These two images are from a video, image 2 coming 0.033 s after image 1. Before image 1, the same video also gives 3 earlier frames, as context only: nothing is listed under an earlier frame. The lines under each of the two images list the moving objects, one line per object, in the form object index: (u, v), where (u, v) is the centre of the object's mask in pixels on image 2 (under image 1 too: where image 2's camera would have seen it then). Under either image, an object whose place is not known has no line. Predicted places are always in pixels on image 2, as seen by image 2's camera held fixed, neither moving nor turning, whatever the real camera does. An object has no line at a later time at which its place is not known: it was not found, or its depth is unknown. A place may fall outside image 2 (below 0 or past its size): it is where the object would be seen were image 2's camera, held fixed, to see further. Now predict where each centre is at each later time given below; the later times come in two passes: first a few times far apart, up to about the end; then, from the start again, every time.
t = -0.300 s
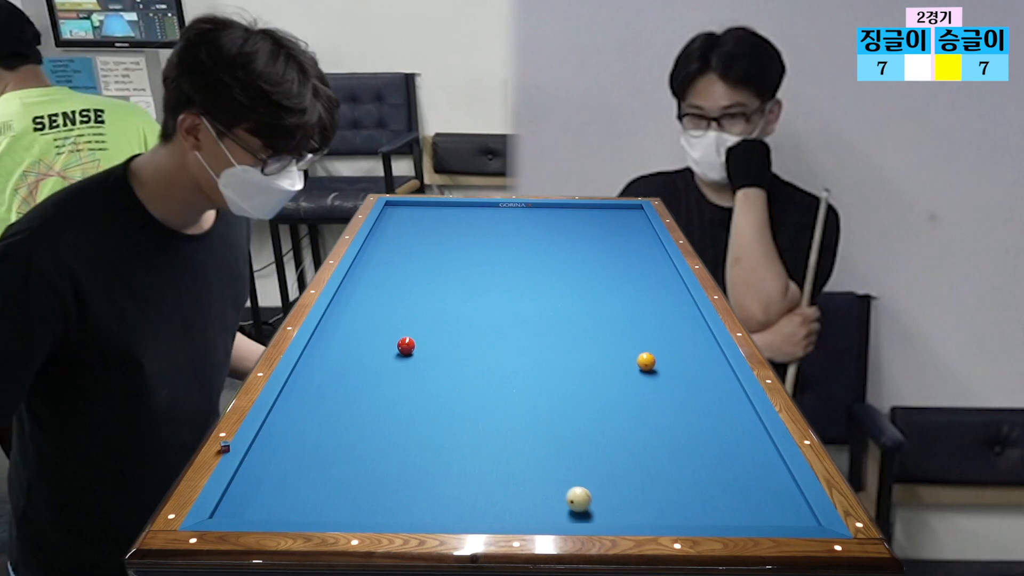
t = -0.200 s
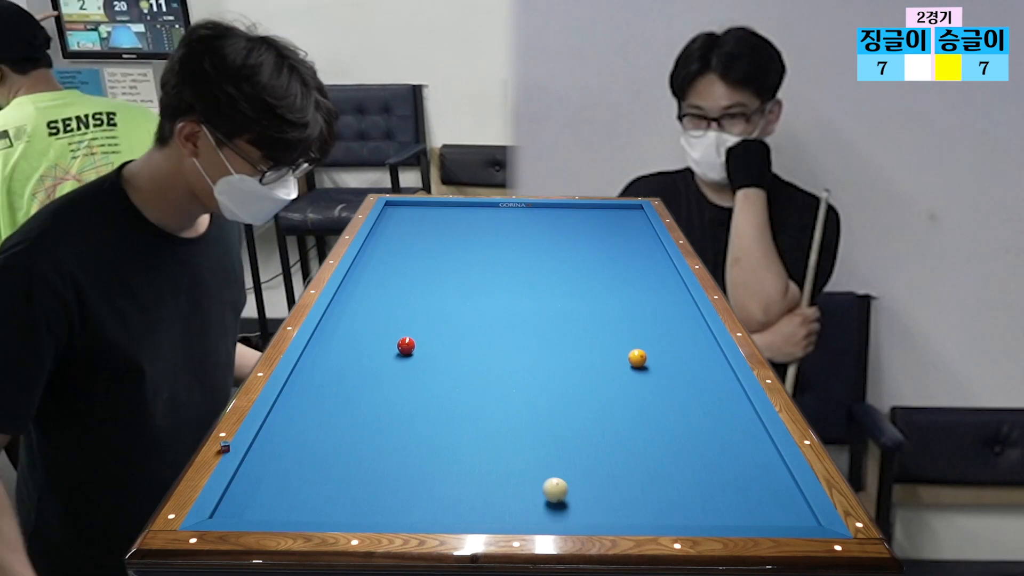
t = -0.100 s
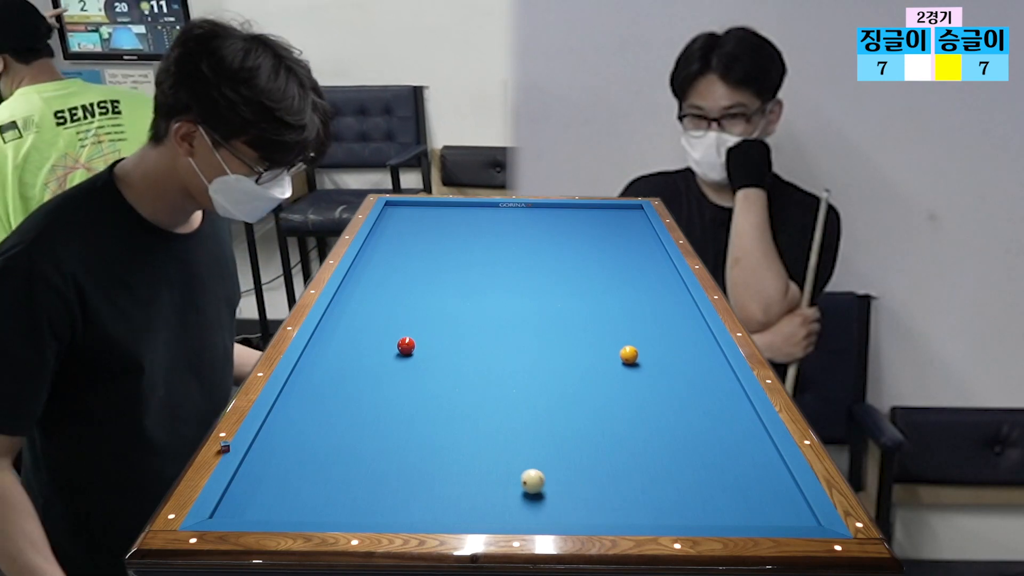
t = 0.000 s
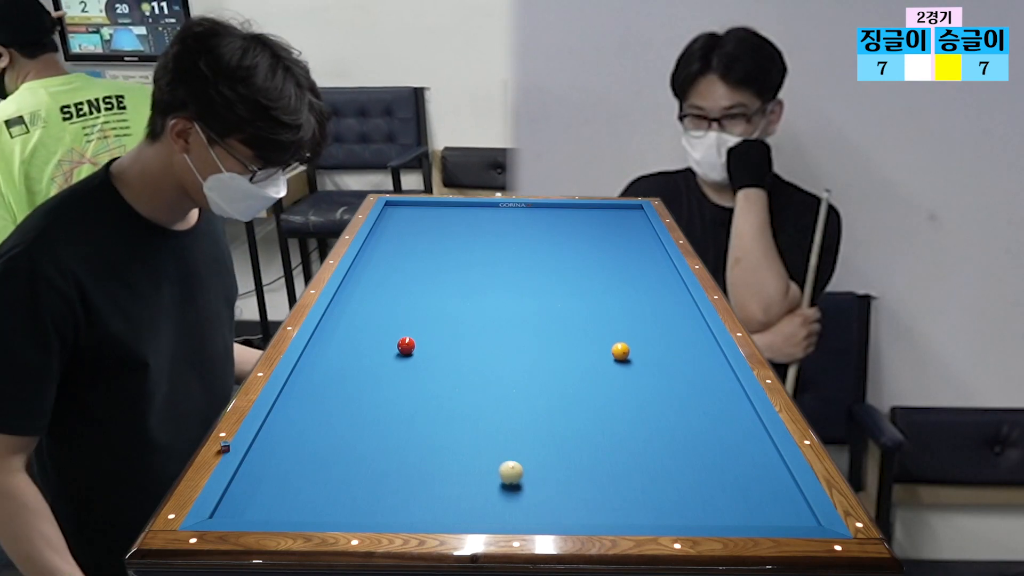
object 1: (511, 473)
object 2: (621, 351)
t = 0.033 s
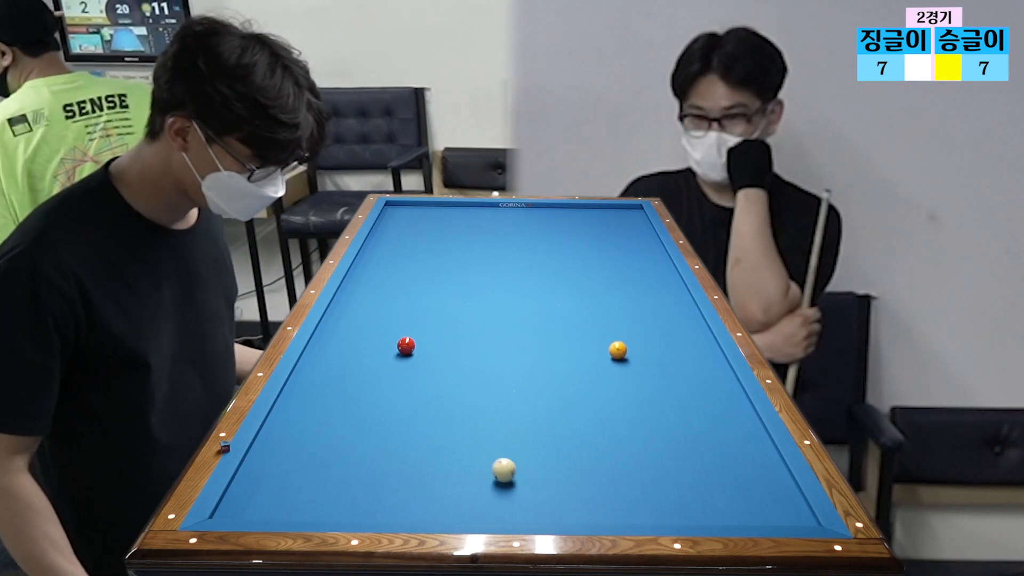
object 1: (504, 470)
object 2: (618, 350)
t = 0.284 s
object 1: (454, 451)
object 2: (599, 342)
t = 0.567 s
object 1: (403, 431)
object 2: (578, 335)
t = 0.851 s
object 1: (356, 413)
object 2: (560, 327)
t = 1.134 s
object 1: (314, 396)
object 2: (543, 320)
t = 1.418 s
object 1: (307, 382)
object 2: (527, 314)
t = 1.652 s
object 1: (334, 371)
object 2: (515, 309)
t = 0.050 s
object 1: (500, 469)
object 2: (617, 350)
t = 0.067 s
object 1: (497, 467)
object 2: (615, 349)
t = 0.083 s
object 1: (493, 466)
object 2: (614, 349)
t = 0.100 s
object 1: (490, 465)
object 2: (613, 348)
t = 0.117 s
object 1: (486, 463)
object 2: (611, 348)
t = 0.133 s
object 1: (483, 462)
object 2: (610, 347)
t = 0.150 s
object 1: (480, 461)
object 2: (609, 347)
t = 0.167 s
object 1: (476, 459)
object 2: (607, 346)
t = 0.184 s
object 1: (473, 458)
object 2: (606, 345)
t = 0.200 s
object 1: (470, 457)
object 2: (605, 345)
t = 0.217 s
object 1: (467, 455)
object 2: (603, 345)
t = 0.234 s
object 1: (463, 454)
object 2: (602, 344)
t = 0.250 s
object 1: (460, 453)
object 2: (601, 344)
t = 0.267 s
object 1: (457, 452)
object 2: (600, 343)
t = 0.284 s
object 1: (454, 451)
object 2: (599, 342)
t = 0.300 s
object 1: (450, 449)
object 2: (597, 342)
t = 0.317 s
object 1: (447, 448)
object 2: (596, 342)
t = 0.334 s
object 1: (444, 447)
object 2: (595, 341)
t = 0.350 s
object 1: (441, 446)
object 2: (594, 341)
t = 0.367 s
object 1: (438, 445)
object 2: (592, 340)
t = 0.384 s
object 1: (435, 443)
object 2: (591, 340)
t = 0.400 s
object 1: (432, 442)
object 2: (590, 339)
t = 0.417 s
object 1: (429, 441)
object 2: (589, 339)
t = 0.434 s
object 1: (426, 440)
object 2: (588, 338)
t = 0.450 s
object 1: (423, 439)
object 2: (586, 338)
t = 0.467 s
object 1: (420, 438)
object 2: (585, 337)
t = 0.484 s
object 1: (417, 436)
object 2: (584, 337)
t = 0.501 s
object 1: (414, 435)
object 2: (583, 336)
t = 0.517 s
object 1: (411, 434)
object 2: (582, 336)
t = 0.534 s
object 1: (408, 433)
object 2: (581, 335)
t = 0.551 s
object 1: (406, 432)
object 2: (580, 335)
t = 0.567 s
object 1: (403, 431)
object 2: (578, 335)
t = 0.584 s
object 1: (400, 429)
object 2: (577, 334)
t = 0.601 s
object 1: (397, 428)
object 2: (576, 334)
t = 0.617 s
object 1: (394, 427)
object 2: (575, 333)
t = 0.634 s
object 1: (391, 426)
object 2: (574, 333)
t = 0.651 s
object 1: (389, 425)
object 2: (573, 332)
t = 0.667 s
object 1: (386, 424)
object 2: (572, 332)
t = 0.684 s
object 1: (383, 423)
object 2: (571, 331)
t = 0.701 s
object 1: (380, 422)
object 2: (569, 331)
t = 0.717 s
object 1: (378, 421)
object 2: (568, 330)
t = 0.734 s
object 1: (375, 420)
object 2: (567, 330)
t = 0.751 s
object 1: (372, 419)
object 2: (566, 330)
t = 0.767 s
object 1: (369, 418)
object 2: (565, 329)
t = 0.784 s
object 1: (367, 417)
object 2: (564, 329)
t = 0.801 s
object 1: (364, 416)
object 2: (563, 328)
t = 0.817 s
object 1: (361, 415)
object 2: (562, 328)
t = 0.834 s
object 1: (359, 414)
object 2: (561, 327)
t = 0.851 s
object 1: (356, 413)
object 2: (560, 327)
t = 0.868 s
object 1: (354, 412)
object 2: (559, 327)
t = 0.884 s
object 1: (351, 411)
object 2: (558, 326)
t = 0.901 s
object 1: (349, 410)
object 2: (557, 326)
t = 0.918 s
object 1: (346, 409)
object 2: (556, 325)
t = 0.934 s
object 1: (343, 408)
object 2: (555, 325)
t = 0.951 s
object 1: (341, 407)
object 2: (554, 325)
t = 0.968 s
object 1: (339, 406)
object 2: (553, 324)
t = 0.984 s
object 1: (336, 405)
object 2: (552, 324)
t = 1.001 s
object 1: (333, 404)
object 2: (551, 323)
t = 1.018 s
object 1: (331, 403)
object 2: (550, 323)
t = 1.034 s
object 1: (329, 402)
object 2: (549, 322)
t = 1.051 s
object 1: (326, 401)
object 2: (548, 322)
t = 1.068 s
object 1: (324, 400)
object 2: (547, 322)
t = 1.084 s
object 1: (321, 399)
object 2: (546, 321)
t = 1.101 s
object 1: (319, 398)
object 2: (545, 321)
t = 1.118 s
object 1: (317, 397)
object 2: (544, 320)
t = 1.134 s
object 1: (314, 396)
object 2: (543, 320)
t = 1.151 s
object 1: (312, 396)
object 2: (542, 320)
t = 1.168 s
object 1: (310, 395)
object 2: (541, 319)
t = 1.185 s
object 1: (307, 394)
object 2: (540, 319)
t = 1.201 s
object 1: (305, 393)
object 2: (539, 319)
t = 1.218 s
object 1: (303, 392)
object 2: (538, 318)
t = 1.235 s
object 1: (301, 391)
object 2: (537, 318)
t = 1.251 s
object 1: (298, 390)
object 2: (536, 317)
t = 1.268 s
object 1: (296, 389)
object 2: (535, 317)
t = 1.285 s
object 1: (293, 389)
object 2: (534, 317)
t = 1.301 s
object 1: (292, 388)
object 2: (533, 316)
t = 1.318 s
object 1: (294, 387)
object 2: (532, 316)
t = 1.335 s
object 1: (297, 386)
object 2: (531, 316)
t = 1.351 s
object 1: (299, 385)
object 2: (531, 315)
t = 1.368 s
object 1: (301, 384)
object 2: (530, 315)
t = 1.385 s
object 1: (303, 383)
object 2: (529, 314)
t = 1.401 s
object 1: (305, 383)
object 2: (528, 314)
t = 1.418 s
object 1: (307, 382)
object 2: (527, 314)
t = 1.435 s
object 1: (309, 381)
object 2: (526, 313)
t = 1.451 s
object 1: (311, 380)
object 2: (525, 313)
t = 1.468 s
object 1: (313, 380)
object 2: (524, 313)
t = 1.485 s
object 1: (315, 379)
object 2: (523, 312)
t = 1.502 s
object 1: (317, 378)
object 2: (522, 312)
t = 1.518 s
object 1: (319, 377)
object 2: (522, 312)
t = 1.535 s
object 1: (321, 376)
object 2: (521, 311)
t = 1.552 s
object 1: (323, 376)
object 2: (520, 311)
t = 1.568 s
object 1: (325, 375)
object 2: (519, 311)
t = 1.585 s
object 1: (326, 374)
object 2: (518, 310)
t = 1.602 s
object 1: (328, 373)
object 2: (517, 310)
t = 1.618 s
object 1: (330, 372)
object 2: (516, 310)
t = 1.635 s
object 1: (332, 372)
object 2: (515, 309)
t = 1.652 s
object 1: (334, 371)
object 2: (515, 309)
